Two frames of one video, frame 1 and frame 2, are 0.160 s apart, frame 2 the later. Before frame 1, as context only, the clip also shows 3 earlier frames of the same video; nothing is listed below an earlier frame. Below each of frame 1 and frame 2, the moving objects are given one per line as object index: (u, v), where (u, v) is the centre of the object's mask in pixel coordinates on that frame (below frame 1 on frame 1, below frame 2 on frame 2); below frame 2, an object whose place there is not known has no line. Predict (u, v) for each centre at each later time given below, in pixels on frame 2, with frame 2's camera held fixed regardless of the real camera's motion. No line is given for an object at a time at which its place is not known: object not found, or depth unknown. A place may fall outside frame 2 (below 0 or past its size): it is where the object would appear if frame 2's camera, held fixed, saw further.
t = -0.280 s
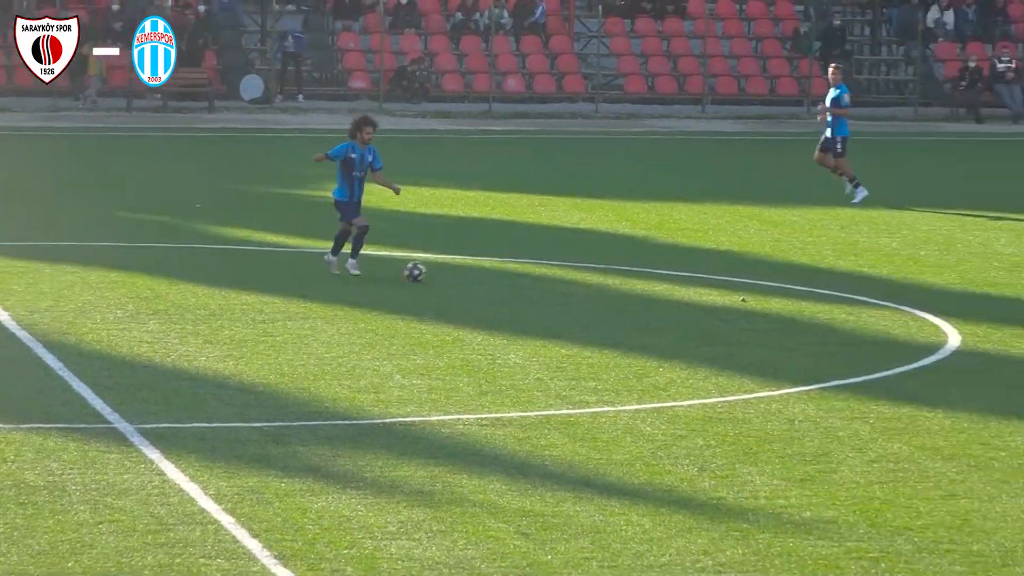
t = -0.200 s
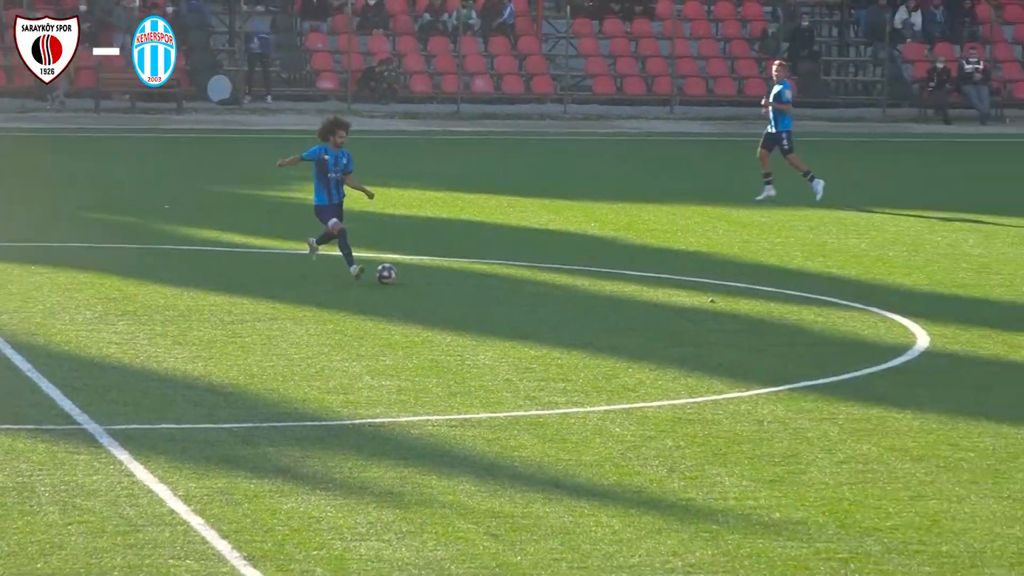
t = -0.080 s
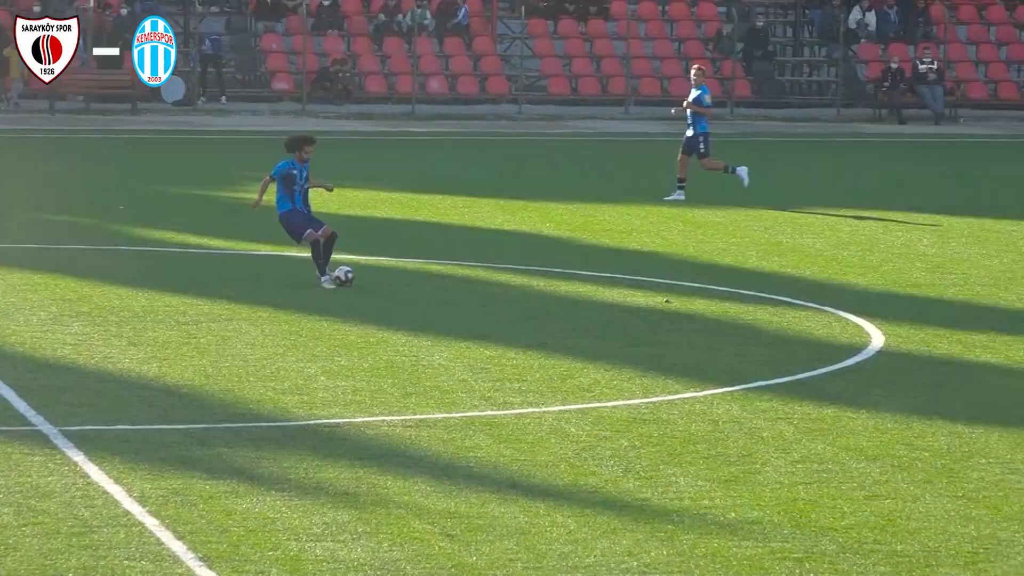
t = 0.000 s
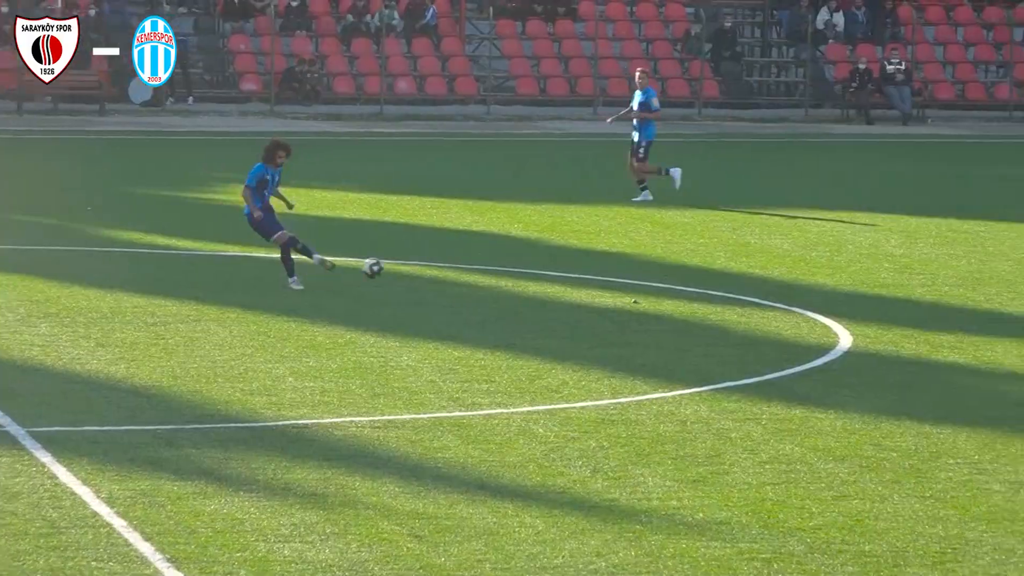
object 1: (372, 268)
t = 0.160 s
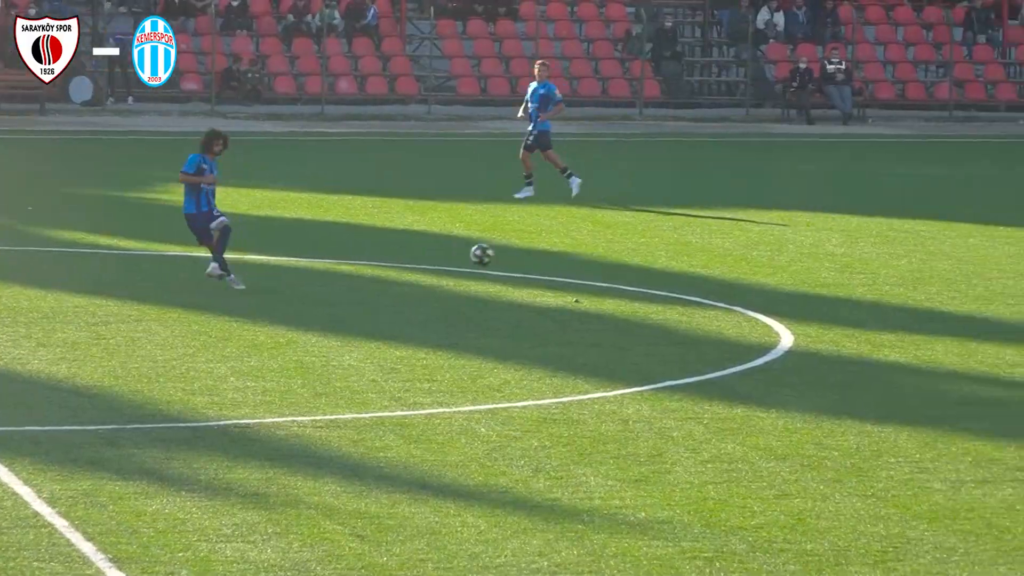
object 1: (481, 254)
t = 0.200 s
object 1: (522, 254)
